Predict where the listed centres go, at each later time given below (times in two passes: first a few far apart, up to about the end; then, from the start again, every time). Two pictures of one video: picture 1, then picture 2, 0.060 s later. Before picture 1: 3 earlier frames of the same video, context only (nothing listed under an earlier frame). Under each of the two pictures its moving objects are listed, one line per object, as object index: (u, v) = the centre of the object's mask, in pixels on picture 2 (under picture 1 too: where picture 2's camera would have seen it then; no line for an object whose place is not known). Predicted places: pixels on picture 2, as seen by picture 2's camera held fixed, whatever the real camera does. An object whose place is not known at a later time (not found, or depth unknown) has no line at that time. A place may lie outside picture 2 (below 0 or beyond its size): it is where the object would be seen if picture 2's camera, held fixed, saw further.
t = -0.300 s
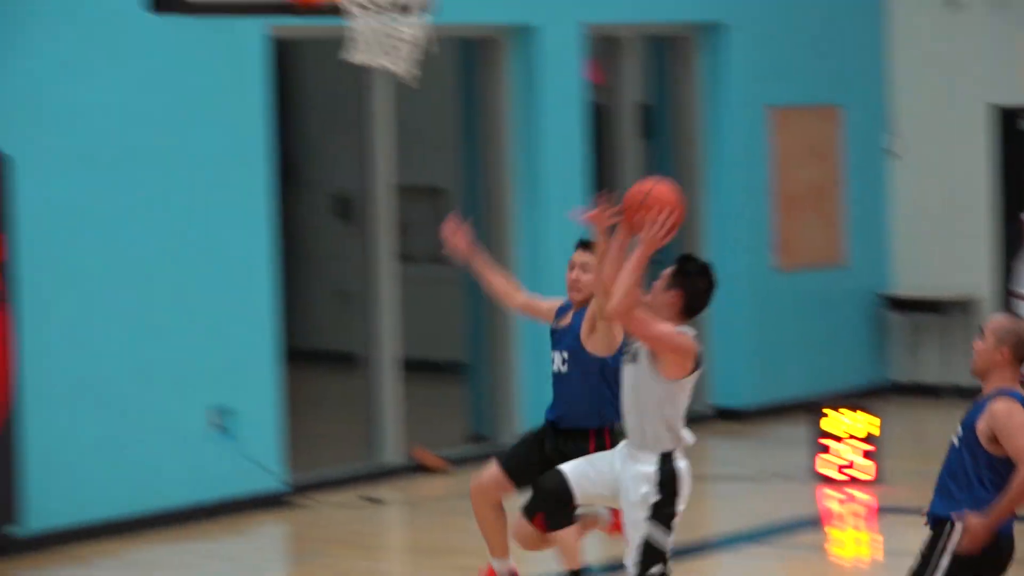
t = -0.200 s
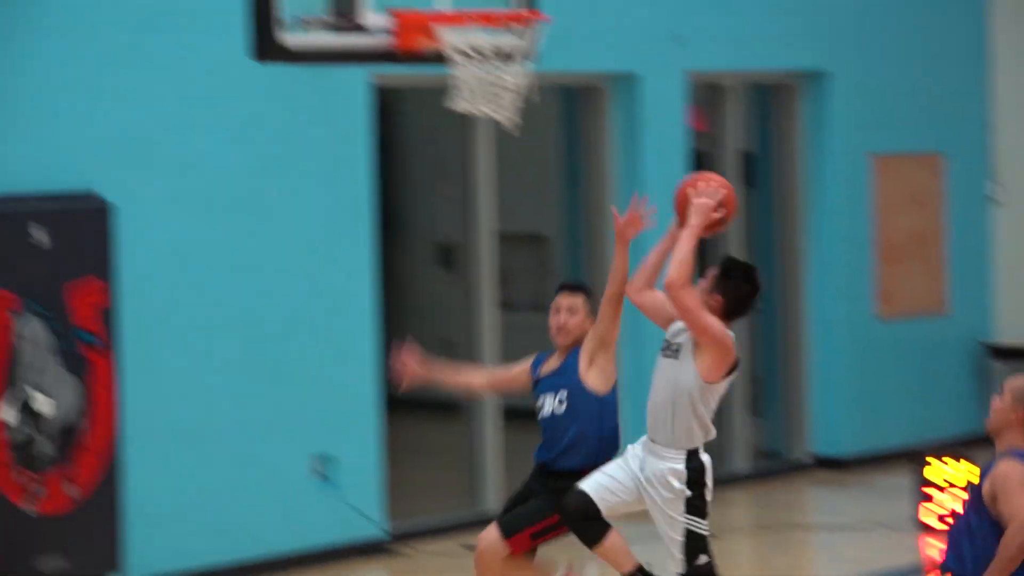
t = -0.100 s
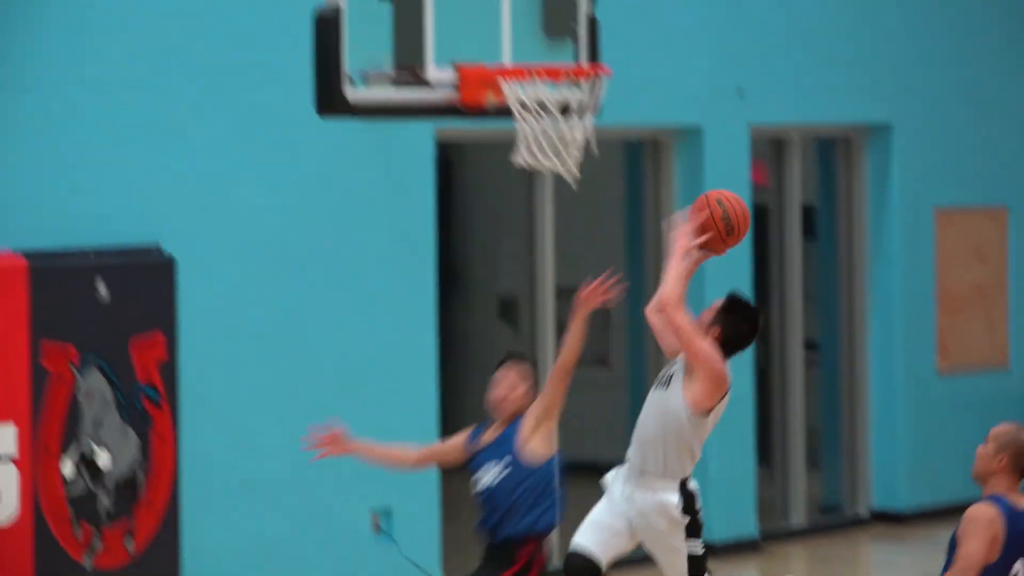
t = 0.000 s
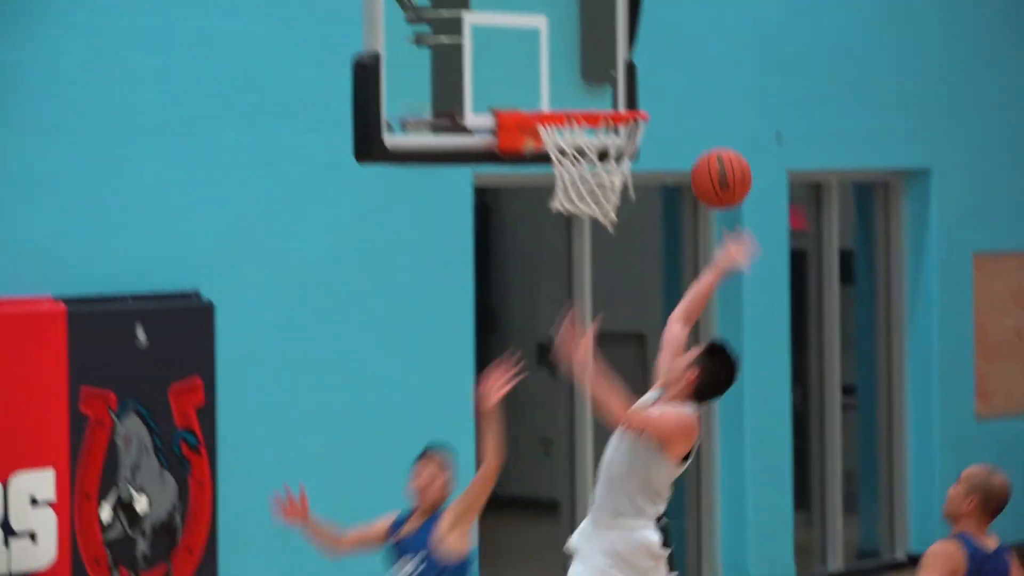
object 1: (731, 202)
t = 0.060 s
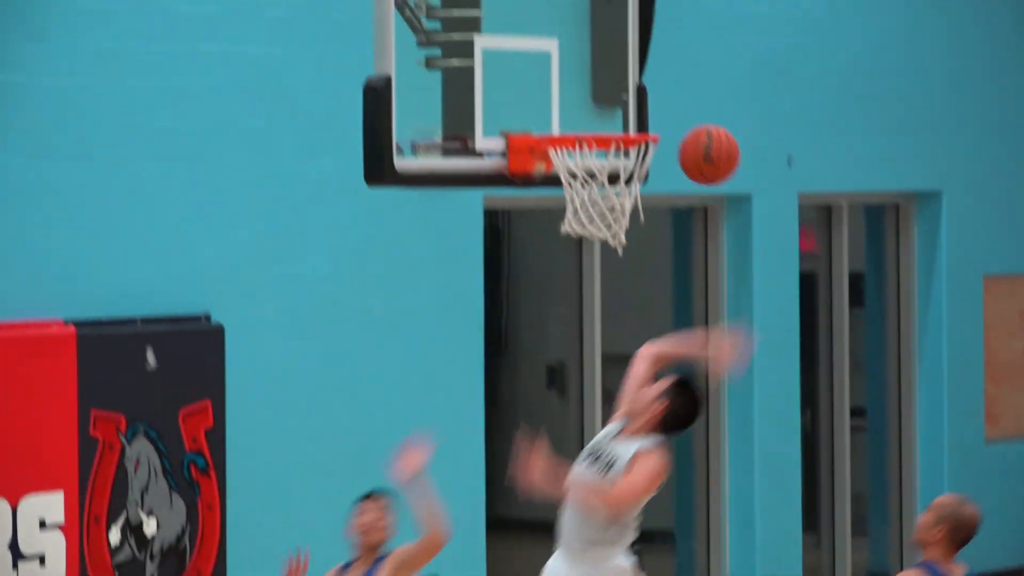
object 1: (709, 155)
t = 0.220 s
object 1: (650, 73)
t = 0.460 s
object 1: (565, 72)
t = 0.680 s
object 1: (534, 87)
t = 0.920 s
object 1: (567, 95)
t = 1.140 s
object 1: (587, 105)
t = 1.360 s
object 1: (610, 108)
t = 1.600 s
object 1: (633, 162)
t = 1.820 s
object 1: (609, 234)
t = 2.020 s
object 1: (576, 311)
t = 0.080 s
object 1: (701, 141)
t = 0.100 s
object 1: (694, 128)
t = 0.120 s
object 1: (687, 116)
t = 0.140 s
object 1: (680, 106)
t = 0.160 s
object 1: (672, 96)
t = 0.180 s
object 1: (665, 88)
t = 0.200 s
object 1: (659, 79)
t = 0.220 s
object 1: (650, 73)
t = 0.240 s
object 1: (643, 67)
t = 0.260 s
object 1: (636, 63)
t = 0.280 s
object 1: (629, 59)
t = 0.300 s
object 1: (622, 56)
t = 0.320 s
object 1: (616, 55)
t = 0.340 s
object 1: (607, 54)
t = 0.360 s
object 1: (601, 55)
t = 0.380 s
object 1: (594, 56)
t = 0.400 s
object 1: (588, 58)
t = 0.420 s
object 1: (580, 62)
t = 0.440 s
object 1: (573, 66)
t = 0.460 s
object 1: (565, 72)
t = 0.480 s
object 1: (558, 78)
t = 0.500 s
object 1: (551, 86)
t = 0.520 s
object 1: (543, 95)
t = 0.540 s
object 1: (536, 105)
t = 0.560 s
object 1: (530, 106)
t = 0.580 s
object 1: (524, 101)
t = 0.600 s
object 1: (520, 98)
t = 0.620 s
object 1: (523, 93)
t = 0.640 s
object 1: (526, 90)
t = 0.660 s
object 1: (530, 88)
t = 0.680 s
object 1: (534, 87)
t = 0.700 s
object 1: (538, 86)
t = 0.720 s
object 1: (541, 87)
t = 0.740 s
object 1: (545, 89)
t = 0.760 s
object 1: (549, 91)
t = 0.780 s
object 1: (552, 95)
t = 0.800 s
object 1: (556, 100)
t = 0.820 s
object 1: (560, 105)
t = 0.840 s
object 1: (562, 104)
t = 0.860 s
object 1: (563, 100)
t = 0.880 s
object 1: (565, 98)
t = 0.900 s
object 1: (566, 96)
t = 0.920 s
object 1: (567, 95)
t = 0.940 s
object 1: (568, 96)
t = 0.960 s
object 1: (570, 97)
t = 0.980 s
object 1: (571, 99)
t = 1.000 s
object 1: (573, 102)
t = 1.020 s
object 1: (575, 105)
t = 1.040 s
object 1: (576, 104)
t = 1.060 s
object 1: (579, 103)
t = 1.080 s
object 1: (580, 103)
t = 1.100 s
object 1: (583, 104)
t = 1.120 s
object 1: (585, 105)
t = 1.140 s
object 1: (587, 105)
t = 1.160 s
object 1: (589, 104)
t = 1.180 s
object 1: (591, 104)
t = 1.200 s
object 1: (593, 105)
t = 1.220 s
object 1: (595, 105)
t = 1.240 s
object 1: (597, 106)
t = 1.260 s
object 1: (599, 105)
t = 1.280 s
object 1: (602, 106)
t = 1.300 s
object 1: (604, 107)
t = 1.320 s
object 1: (606, 107)
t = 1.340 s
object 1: (608, 107)
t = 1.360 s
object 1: (610, 108)
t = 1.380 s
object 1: (612, 109)
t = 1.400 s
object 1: (615, 110)
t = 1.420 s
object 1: (616, 111)
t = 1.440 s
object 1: (618, 112)
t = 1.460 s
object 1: (619, 113)
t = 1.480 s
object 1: (621, 115)
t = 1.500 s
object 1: (622, 117)
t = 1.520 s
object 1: (623, 127)
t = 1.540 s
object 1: (627, 129)
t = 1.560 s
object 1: (626, 140)
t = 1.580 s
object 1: (627, 148)
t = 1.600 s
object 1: (633, 162)
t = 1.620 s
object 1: (630, 164)
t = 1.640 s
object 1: (628, 171)
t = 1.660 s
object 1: (635, 176)
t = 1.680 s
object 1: (633, 177)
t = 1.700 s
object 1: (635, 177)
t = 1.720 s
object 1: (622, 186)
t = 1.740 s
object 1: (621, 202)
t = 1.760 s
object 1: (616, 208)
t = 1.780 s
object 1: (613, 229)
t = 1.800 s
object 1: (612, 231)
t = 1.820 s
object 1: (609, 234)
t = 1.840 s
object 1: (607, 238)
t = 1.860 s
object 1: (605, 242)
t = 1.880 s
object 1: (601, 247)
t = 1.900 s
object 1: (597, 252)
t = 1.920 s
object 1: (593, 257)
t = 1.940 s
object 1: (590, 264)
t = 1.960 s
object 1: (586, 274)
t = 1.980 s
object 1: (582, 285)
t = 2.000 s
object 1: (579, 298)
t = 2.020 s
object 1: (576, 311)
